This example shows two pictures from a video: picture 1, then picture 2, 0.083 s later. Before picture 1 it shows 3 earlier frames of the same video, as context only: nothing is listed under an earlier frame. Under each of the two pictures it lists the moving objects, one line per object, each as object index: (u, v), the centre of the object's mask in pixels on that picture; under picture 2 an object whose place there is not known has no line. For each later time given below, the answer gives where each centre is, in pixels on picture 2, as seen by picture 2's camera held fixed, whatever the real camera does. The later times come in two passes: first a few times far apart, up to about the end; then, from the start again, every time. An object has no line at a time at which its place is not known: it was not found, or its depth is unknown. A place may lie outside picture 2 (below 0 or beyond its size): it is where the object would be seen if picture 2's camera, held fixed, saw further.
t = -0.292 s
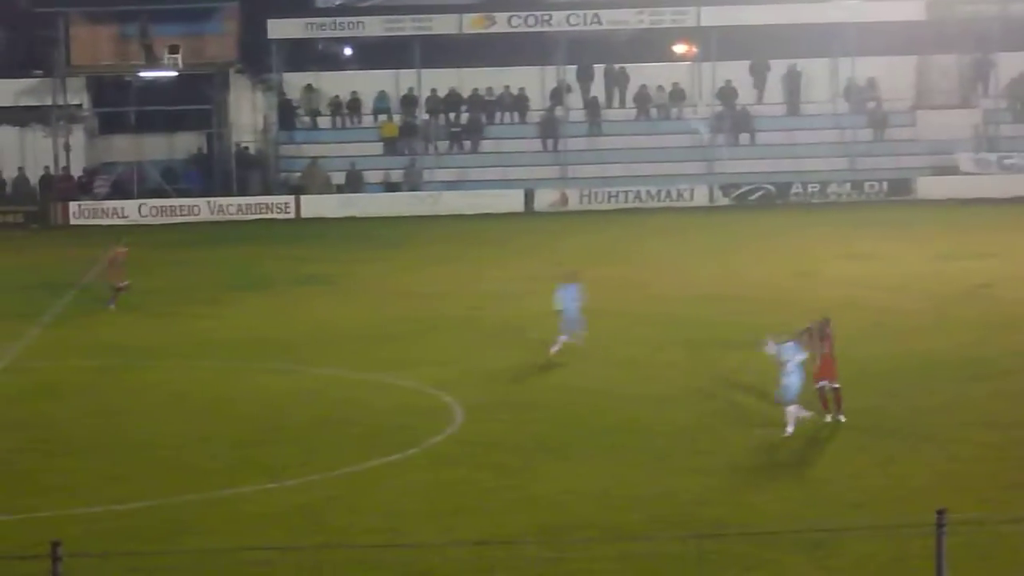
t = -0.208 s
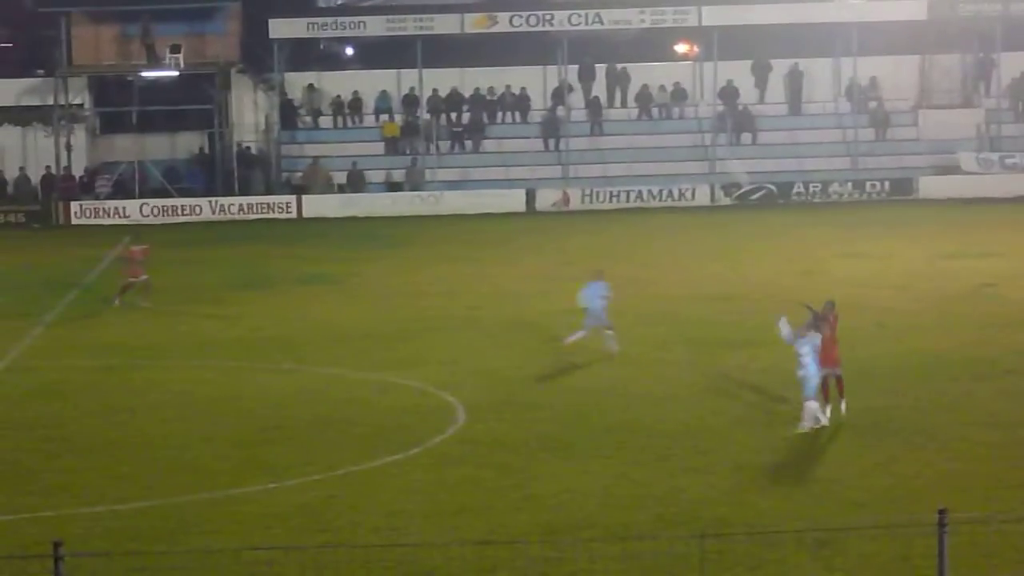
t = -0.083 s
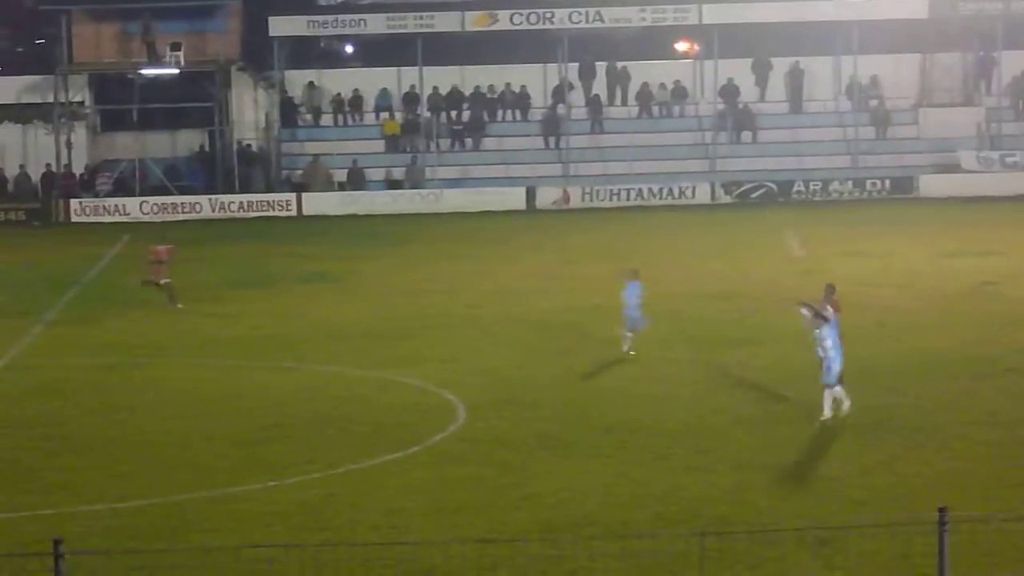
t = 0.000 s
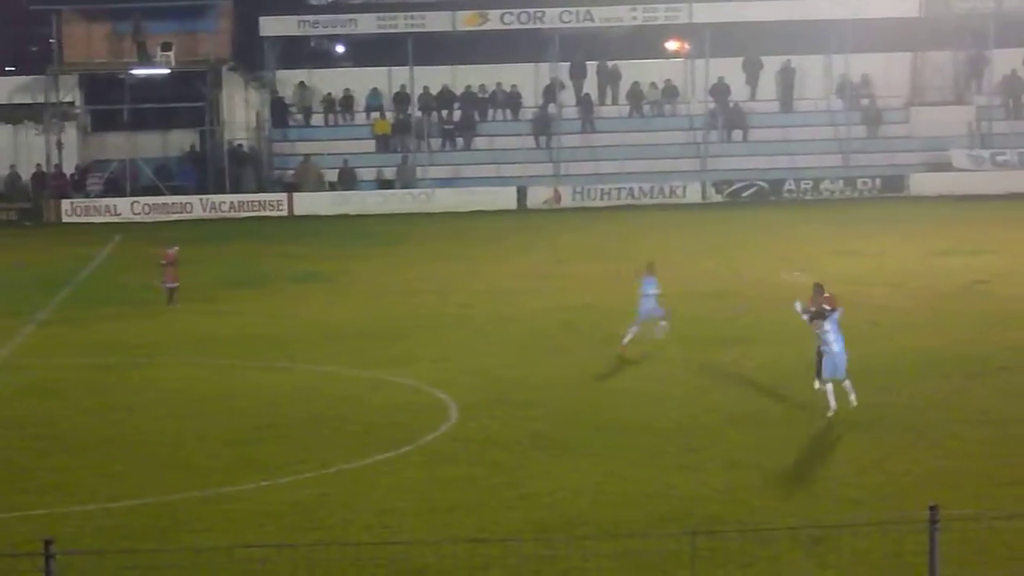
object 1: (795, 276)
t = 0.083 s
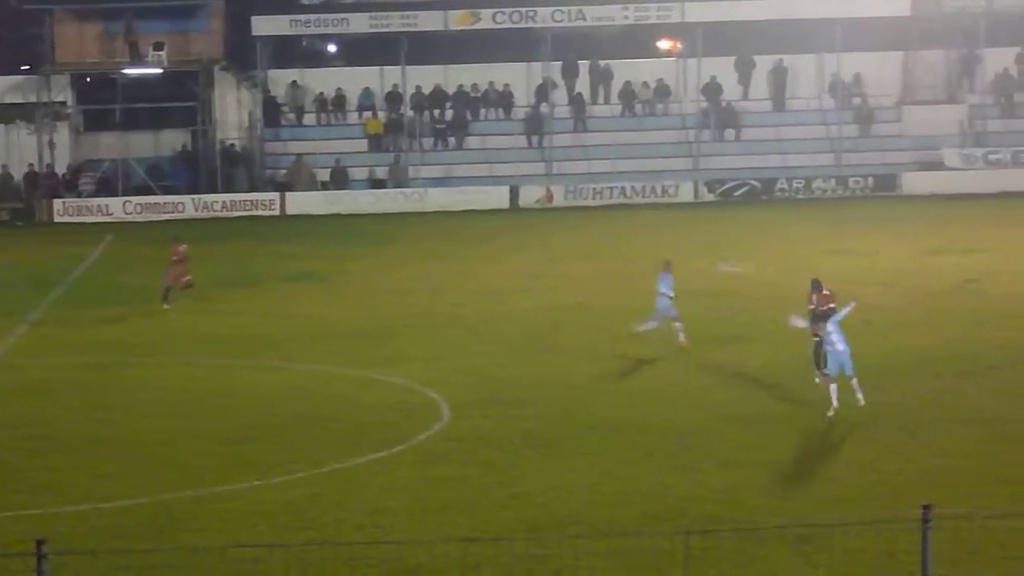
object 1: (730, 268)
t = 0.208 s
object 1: (653, 262)
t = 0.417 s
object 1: (526, 277)
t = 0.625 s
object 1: (404, 314)
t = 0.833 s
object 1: (283, 380)
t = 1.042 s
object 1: (183, 409)
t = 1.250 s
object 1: (107, 384)
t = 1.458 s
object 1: (38, 383)
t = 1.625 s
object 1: (-16, 403)
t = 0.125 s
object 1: (708, 264)
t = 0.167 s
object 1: (680, 263)
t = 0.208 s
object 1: (653, 262)
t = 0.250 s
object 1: (628, 263)
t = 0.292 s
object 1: (604, 265)
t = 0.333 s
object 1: (579, 267)
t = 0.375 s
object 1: (552, 271)
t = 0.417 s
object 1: (526, 277)
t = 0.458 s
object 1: (501, 282)
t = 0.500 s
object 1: (476, 289)
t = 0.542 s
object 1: (451, 297)
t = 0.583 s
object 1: (425, 306)
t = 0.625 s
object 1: (404, 314)
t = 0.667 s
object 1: (379, 326)
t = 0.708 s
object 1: (354, 338)
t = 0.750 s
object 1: (331, 351)
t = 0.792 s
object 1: (306, 365)
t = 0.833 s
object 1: (283, 380)
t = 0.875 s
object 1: (259, 396)
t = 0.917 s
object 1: (236, 413)
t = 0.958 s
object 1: (215, 426)
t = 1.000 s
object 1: (199, 418)
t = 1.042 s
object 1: (183, 409)
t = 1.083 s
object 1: (168, 402)
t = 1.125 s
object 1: (153, 396)
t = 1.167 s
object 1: (137, 391)
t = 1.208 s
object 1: (122, 387)
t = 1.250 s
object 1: (107, 384)
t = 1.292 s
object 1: (93, 381)
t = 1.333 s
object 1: (79, 380)
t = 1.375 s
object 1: (64, 380)
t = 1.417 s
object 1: (50, 382)
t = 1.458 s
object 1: (38, 383)
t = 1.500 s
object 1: (24, 387)
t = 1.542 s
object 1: (11, 392)
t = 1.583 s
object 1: (-2, 397)
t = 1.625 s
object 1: (-16, 403)
